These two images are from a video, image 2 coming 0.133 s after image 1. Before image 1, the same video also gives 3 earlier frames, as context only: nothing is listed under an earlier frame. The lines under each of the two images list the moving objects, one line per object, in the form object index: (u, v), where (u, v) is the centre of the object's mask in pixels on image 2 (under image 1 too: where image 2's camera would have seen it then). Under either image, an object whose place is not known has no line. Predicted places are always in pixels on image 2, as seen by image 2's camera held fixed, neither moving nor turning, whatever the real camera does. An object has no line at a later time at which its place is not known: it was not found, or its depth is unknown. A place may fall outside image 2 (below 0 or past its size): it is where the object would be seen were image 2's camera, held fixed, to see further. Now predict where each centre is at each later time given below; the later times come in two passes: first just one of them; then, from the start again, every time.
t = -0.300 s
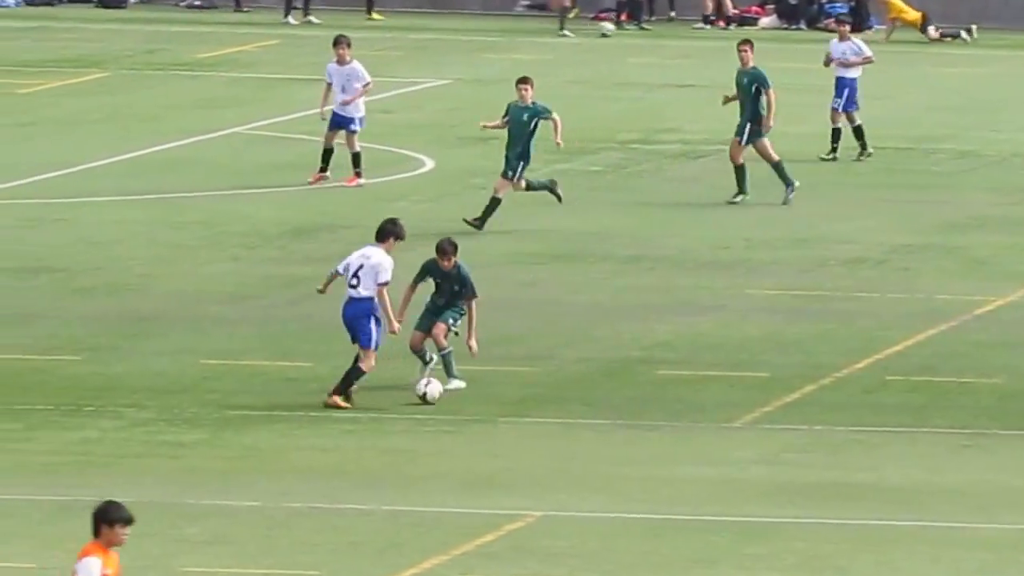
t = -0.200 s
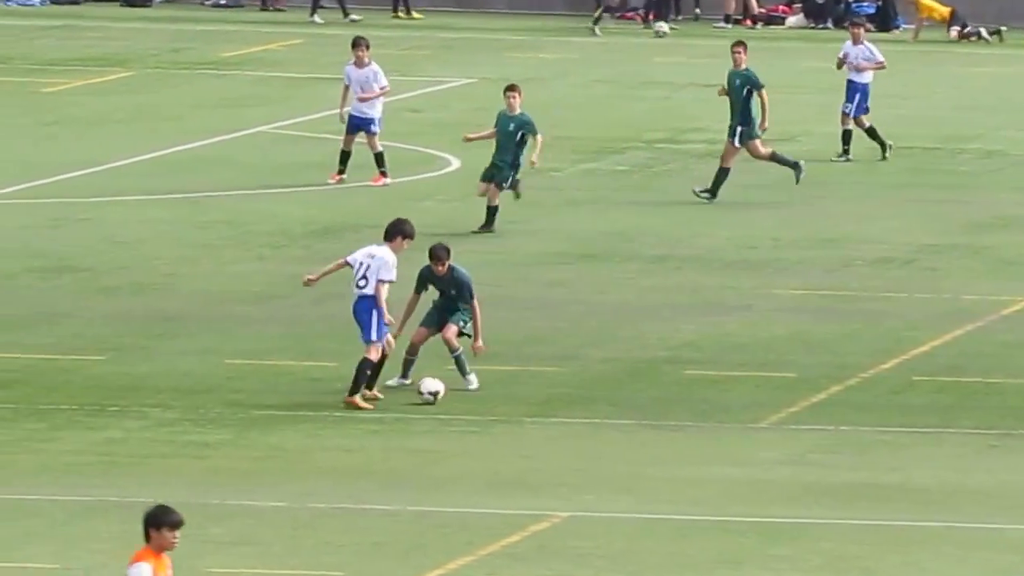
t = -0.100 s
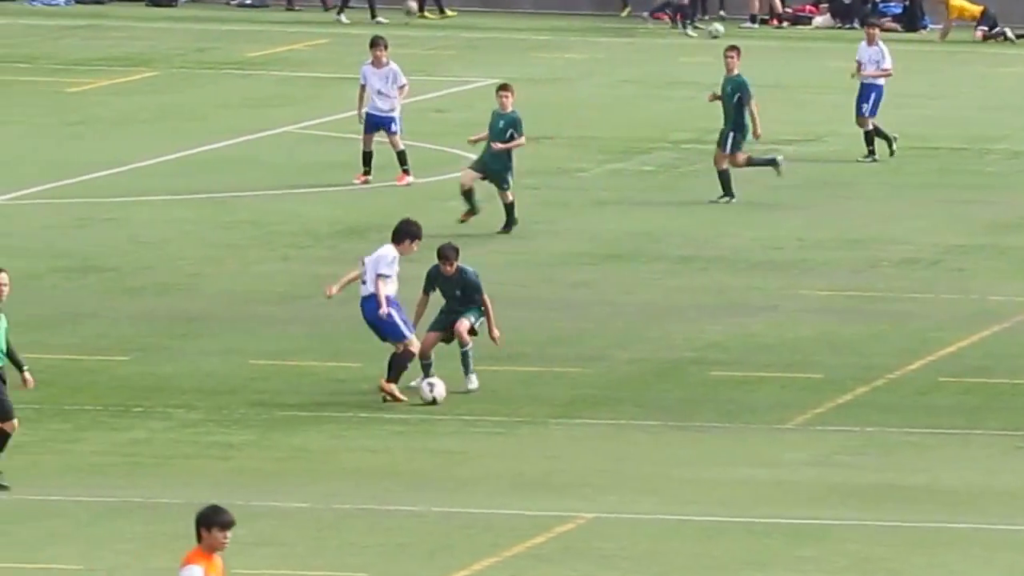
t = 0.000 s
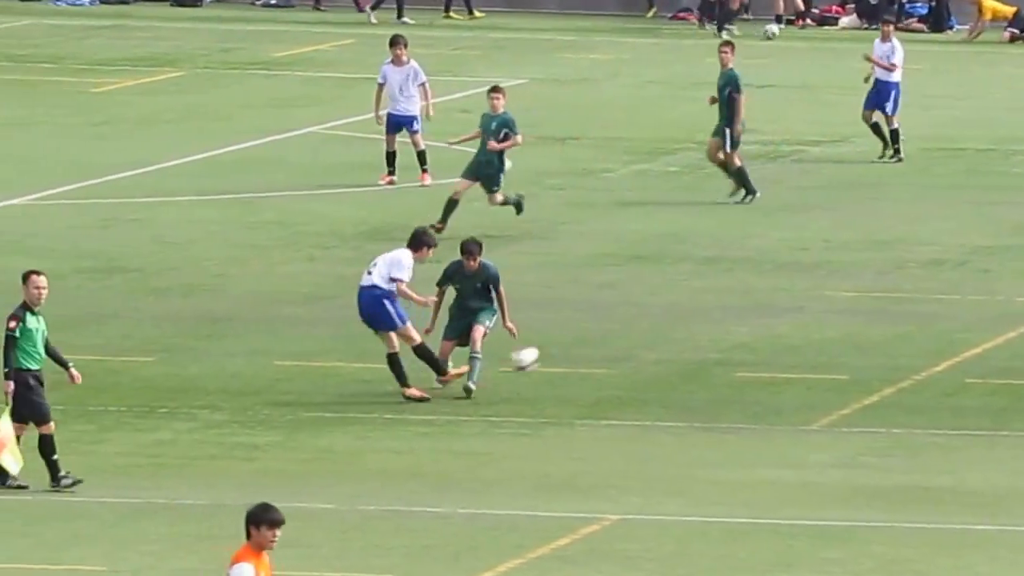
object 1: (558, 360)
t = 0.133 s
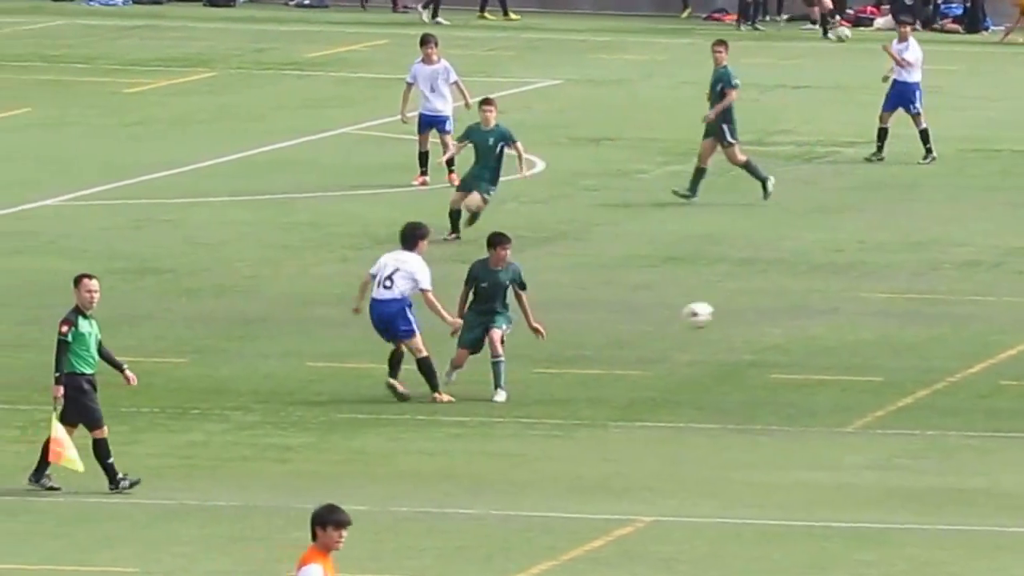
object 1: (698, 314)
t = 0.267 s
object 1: (831, 286)
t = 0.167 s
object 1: (734, 305)
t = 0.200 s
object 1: (766, 297)
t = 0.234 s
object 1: (798, 291)
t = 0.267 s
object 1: (831, 286)
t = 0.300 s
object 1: (862, 279)
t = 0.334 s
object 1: (893, 277)
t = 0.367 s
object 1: (926, 275)
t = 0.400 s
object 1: (956, 273)
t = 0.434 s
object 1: (987, 273)
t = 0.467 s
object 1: (1018, 273)
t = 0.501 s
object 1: (1049, 274)
